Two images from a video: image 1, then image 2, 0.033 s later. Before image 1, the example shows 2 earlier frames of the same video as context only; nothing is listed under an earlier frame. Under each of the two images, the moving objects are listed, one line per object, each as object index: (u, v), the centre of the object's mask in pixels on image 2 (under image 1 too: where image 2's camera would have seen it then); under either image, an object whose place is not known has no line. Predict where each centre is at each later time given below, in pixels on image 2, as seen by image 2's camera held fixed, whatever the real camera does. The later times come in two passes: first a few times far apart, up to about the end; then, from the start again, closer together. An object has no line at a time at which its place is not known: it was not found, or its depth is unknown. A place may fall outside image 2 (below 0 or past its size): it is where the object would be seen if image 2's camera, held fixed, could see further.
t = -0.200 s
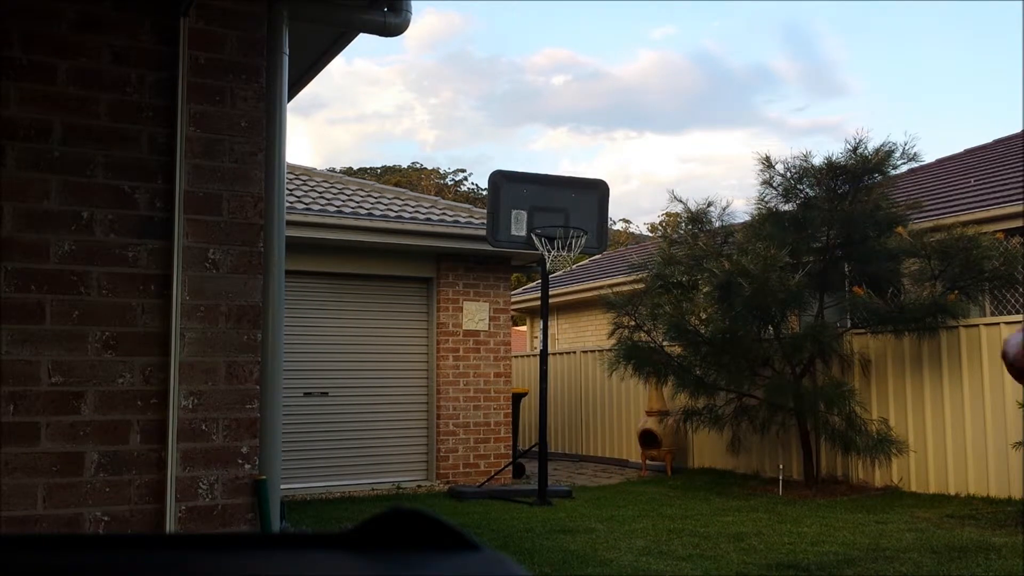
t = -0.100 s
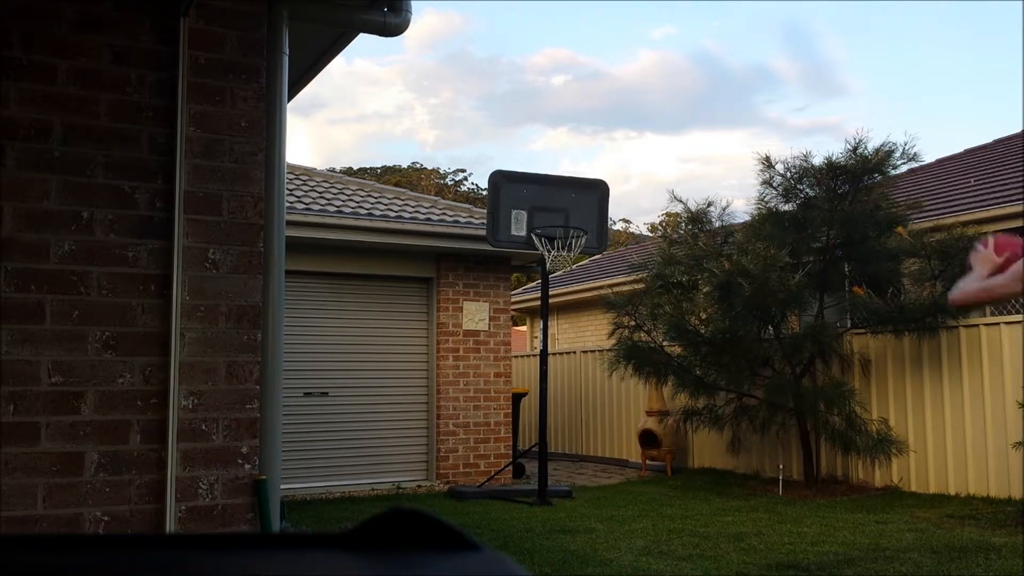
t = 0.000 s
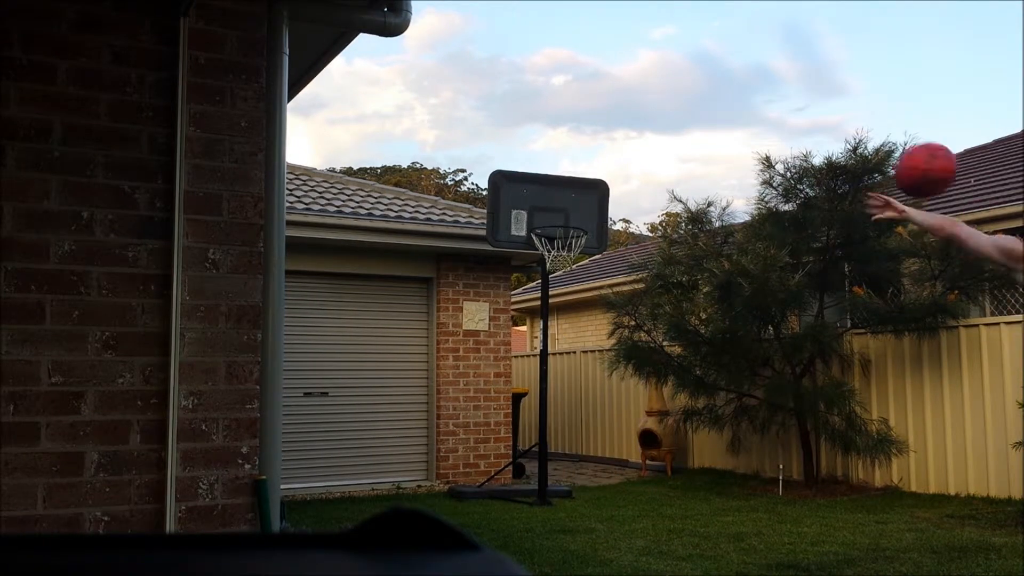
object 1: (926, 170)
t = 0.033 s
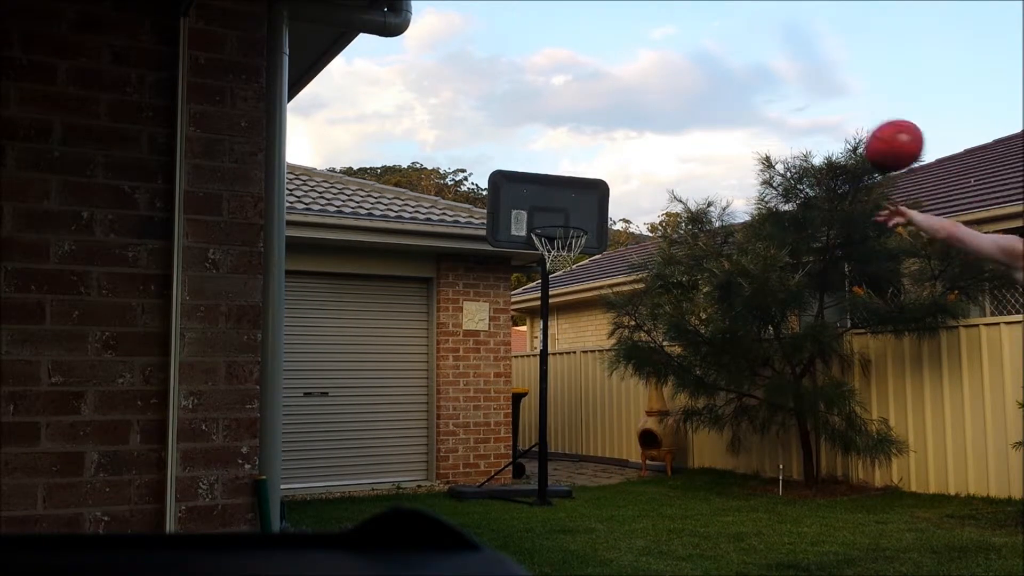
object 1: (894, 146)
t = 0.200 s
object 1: (773, 78)
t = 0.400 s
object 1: (676, 71)
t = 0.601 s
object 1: (610, 115)
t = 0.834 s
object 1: (553, 207)
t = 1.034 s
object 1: (562, 285)
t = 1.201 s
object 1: (577, 371)
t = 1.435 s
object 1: (596, 474)
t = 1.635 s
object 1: (606, 386)
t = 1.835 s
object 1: (618, 346)
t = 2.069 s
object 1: (635, 368)
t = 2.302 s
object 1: (658, 485)
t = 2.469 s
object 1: (667, 489)
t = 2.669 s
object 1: (673, 442)
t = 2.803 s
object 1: (678, 448)
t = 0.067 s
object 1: (866, 125)
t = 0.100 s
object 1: (840, 109)
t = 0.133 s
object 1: (816, 96)
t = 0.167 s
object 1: (794, 86)
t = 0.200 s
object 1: (773, 78)
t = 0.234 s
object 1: (754, 72)
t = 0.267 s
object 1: (736, 68)
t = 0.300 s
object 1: (720, 66)
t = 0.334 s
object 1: (704, 66)
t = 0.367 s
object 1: (690, 68)
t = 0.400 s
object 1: (676, 71)
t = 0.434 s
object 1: (663, 76)
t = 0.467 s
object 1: (652, 81)
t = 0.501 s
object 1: (640, 88)
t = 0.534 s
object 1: (629, 96)
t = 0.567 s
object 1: (619, 105)
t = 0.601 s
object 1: (610, 115)
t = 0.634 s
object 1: (600, 126)
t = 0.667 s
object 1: (592, 137)
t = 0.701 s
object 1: (584, 150)
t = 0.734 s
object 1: (576, 164)
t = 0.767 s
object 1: (568, 178)
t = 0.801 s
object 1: (561, 191)
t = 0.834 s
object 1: (553, 207)
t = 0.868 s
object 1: (551, 220)
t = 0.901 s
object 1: (552, 235)
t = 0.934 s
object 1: (554, 249)
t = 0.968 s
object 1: (556, 261)
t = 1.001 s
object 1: (559, 273)
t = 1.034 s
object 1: (562, 285)
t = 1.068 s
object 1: (565, 299)
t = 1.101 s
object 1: (568, 314)
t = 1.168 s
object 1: (574, 350)
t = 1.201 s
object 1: (577, 371)
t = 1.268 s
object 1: (583, 418)
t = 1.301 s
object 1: (586, 444)
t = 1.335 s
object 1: (589, 473)
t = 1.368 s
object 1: (592, 504)
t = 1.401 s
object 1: (594, 493)
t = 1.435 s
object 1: (596, 474)
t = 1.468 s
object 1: (597, 456)
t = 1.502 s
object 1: (599, 440)
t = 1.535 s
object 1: (601, 425)
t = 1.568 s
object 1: (602, 411)
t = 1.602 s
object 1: (604, 398)
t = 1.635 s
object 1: (606, 386)
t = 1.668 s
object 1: (608, 376)
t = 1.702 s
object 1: (610, 367)
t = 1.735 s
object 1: (612, 360)
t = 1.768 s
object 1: (614, 354)
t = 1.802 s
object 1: (616, 350)
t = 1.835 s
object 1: (618, 346)
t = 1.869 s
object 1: (620, 344)
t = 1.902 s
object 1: (622, 344)
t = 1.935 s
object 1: (624, 345)
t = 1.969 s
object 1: (627, 348)
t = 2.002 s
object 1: (630, 353)
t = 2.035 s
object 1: (633, 360)
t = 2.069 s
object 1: (635, 368)
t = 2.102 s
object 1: (638, 379)
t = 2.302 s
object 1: (658, 485)
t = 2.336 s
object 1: (662, 511)
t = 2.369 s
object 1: (664, 535)
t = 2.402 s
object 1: (665, 518)
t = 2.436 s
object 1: (666, 502)
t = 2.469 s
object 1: (667, 489)
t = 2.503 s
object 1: (668, 477)
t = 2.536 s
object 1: (668, 467)
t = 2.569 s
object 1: (669, 458)
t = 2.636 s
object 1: (671, 447)
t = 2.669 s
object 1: (673, 442)
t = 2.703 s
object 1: (674, 441)
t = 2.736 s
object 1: (675, 442)
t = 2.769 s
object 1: (676, 444)
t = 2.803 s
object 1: (678, 448)
